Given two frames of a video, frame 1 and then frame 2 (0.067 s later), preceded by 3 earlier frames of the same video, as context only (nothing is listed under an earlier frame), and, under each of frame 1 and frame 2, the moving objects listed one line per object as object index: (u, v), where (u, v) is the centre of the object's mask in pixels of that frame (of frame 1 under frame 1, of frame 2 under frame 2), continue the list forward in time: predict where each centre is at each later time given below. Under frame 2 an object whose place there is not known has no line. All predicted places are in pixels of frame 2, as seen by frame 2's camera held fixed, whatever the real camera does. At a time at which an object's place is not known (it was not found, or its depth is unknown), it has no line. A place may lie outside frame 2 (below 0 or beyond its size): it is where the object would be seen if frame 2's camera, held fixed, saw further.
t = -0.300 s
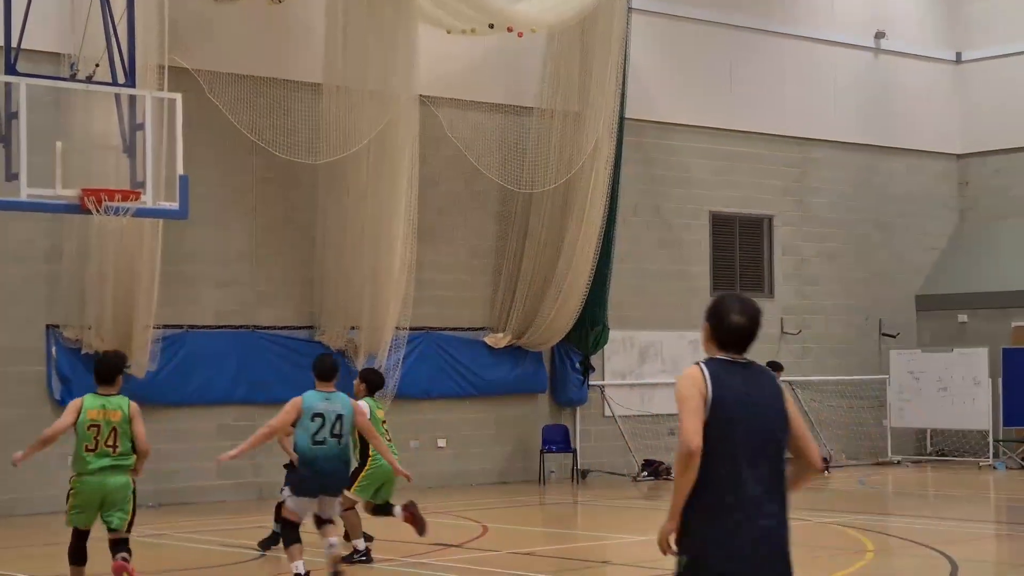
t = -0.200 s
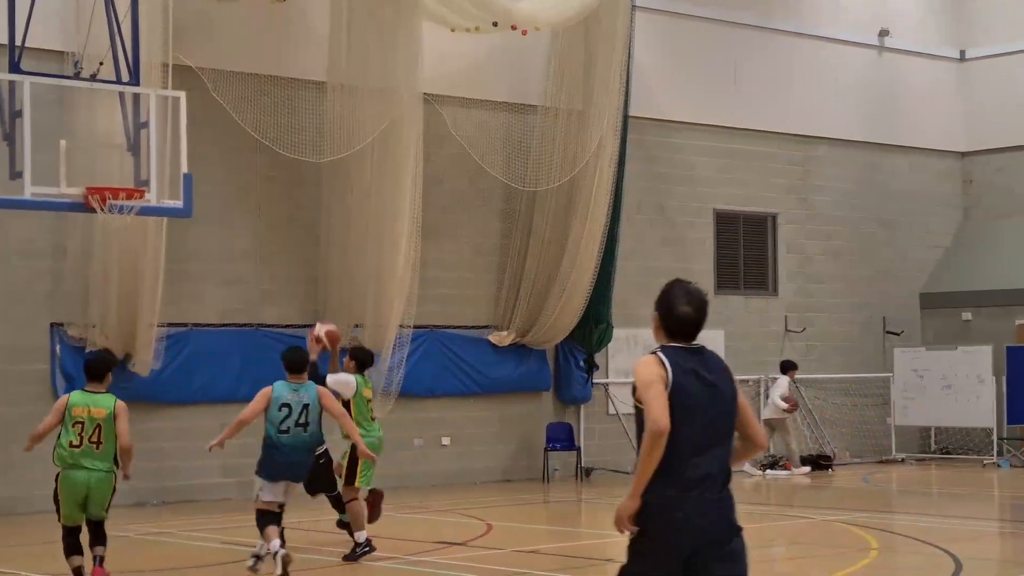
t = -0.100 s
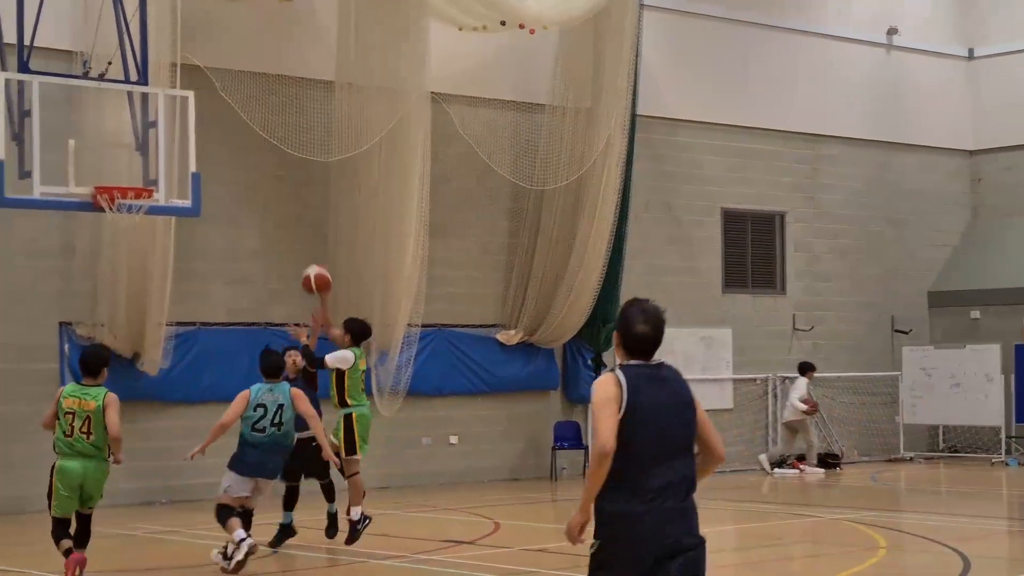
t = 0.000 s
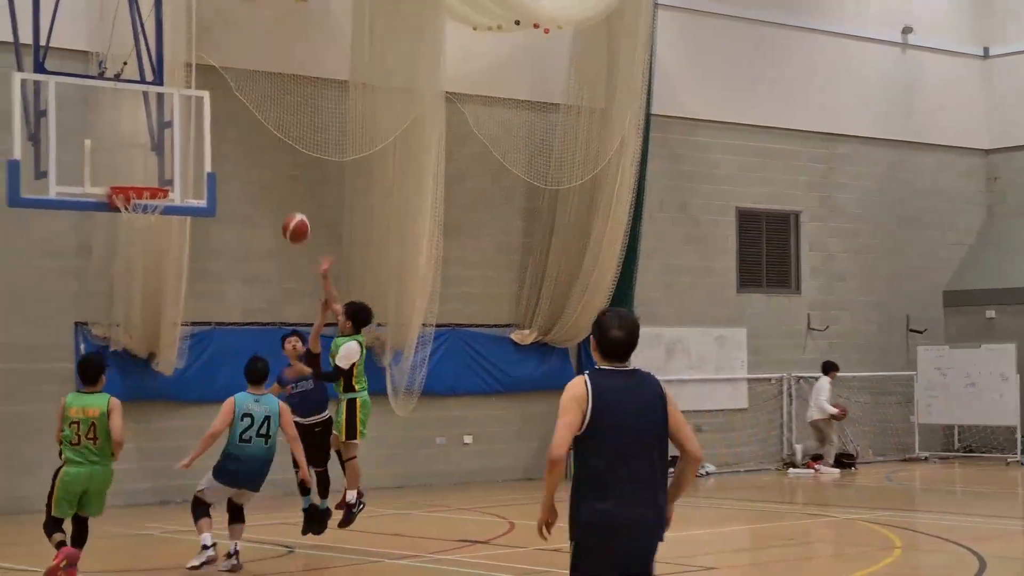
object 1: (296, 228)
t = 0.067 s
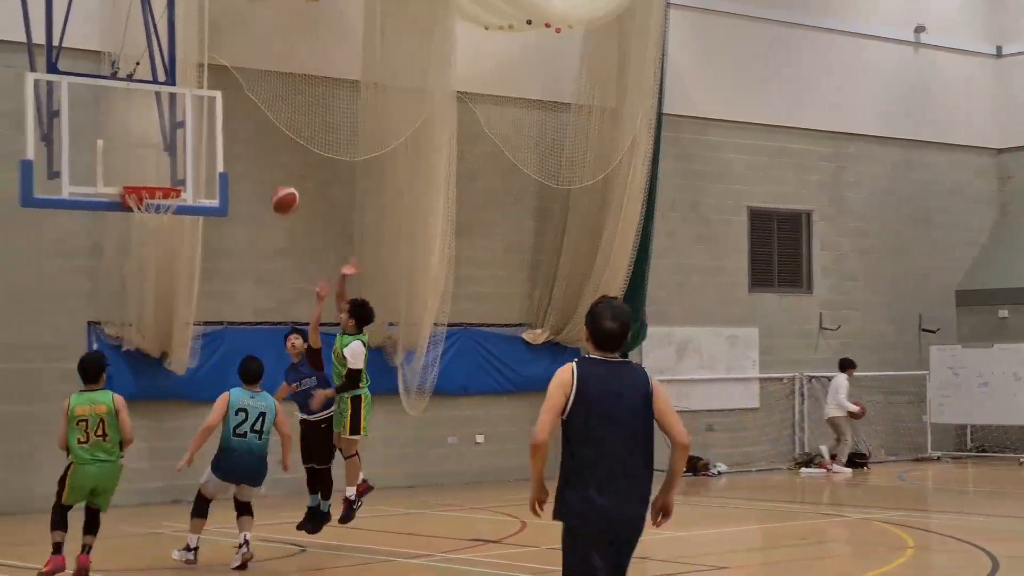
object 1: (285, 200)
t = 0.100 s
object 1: (272, 188)
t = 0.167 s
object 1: (245, 169)
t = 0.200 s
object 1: (233, 161)
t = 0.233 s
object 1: (221, 154)
